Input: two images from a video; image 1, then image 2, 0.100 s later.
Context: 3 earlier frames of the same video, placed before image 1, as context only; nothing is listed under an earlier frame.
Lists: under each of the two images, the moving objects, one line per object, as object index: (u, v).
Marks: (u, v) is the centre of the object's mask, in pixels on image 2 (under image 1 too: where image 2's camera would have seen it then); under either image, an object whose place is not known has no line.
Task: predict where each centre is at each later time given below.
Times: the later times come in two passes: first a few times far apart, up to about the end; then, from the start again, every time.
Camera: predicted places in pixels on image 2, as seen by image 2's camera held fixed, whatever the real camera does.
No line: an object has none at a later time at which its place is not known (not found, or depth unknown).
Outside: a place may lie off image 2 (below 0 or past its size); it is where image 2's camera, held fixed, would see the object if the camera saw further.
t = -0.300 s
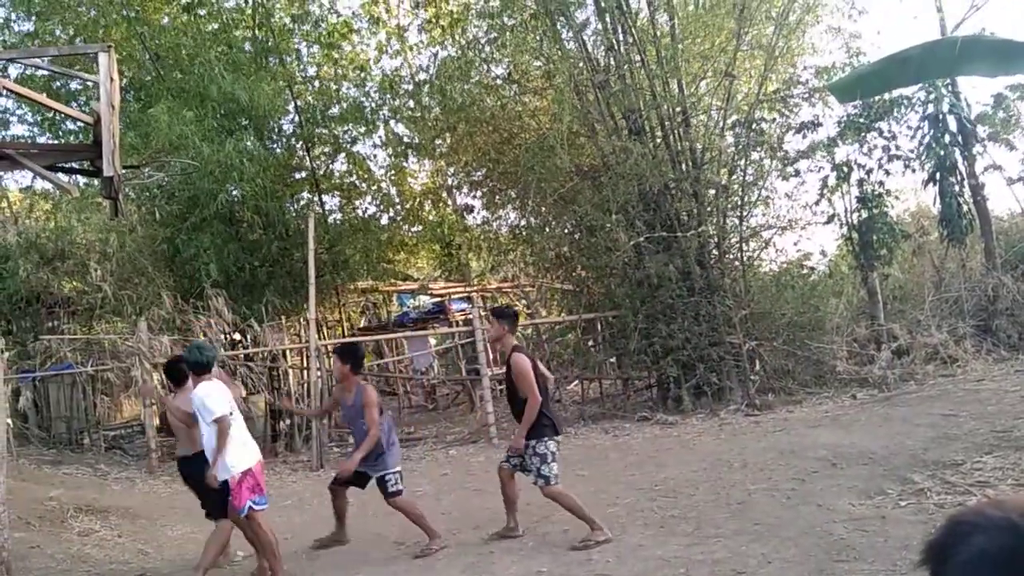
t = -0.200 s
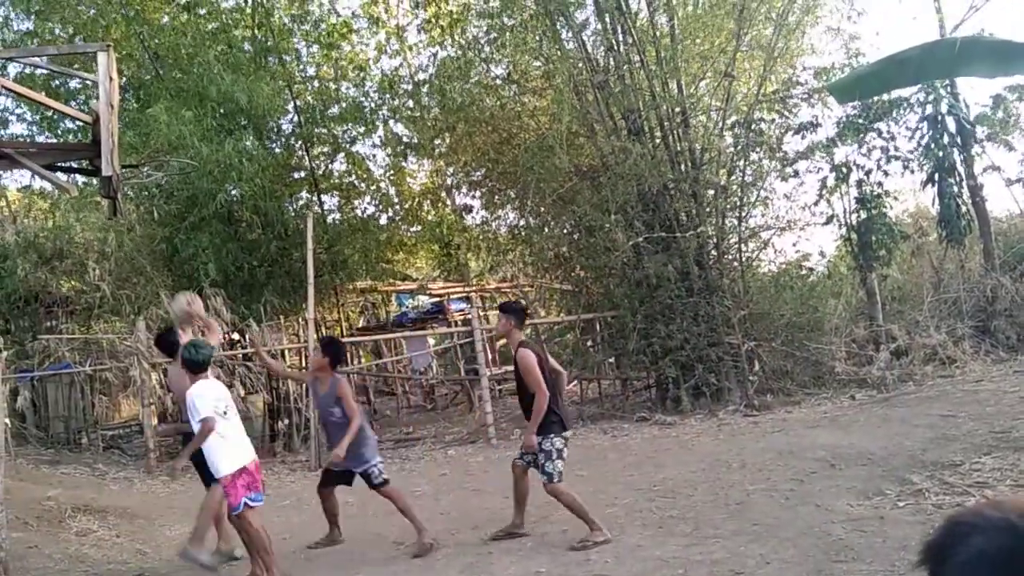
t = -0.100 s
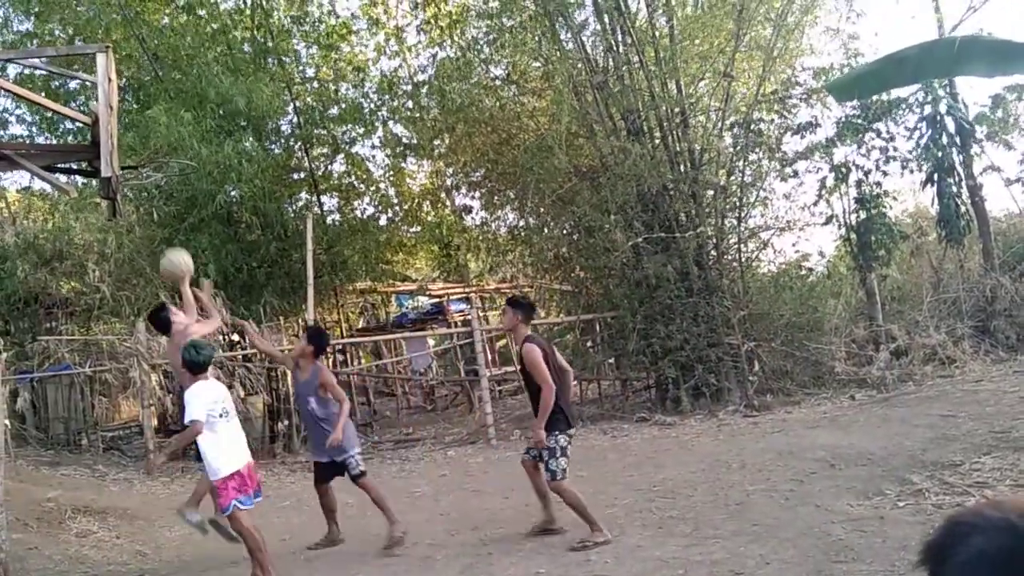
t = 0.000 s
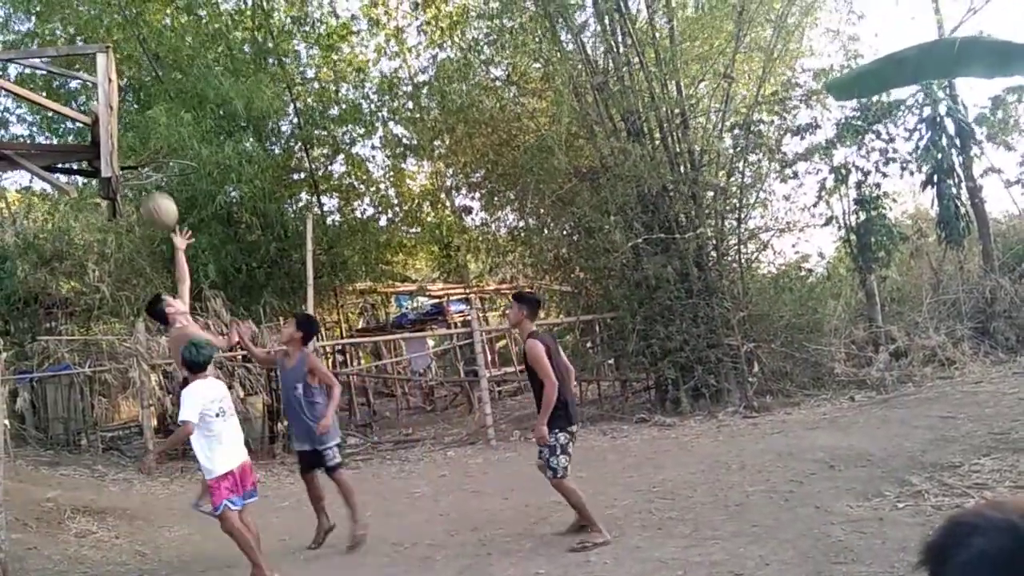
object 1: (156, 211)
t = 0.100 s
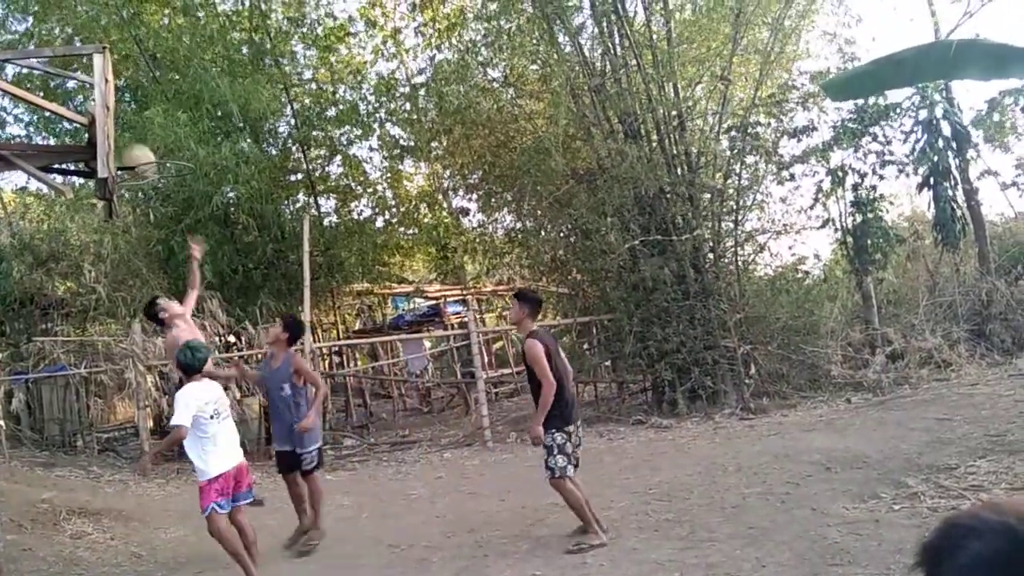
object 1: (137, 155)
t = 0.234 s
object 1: (145, 126)
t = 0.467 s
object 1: (187, 132)
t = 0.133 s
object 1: (133, 148)
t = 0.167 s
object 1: (133, 138)
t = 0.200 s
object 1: (139, 132)
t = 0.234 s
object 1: (145, 126)
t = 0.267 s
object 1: (148, 123)
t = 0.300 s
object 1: (154, 122)
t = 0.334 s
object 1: (160, 121)
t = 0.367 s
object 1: (166, 122)
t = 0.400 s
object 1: (174, 124)
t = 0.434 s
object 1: (179, 127)
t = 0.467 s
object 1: (187, 132)
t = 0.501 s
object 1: (194, 138)
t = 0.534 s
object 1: (202, 146)
